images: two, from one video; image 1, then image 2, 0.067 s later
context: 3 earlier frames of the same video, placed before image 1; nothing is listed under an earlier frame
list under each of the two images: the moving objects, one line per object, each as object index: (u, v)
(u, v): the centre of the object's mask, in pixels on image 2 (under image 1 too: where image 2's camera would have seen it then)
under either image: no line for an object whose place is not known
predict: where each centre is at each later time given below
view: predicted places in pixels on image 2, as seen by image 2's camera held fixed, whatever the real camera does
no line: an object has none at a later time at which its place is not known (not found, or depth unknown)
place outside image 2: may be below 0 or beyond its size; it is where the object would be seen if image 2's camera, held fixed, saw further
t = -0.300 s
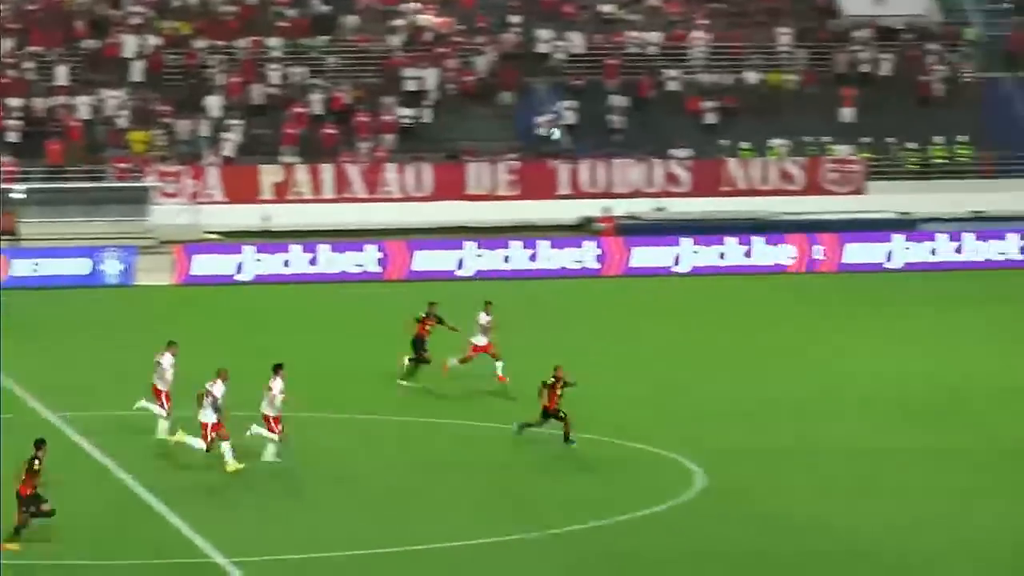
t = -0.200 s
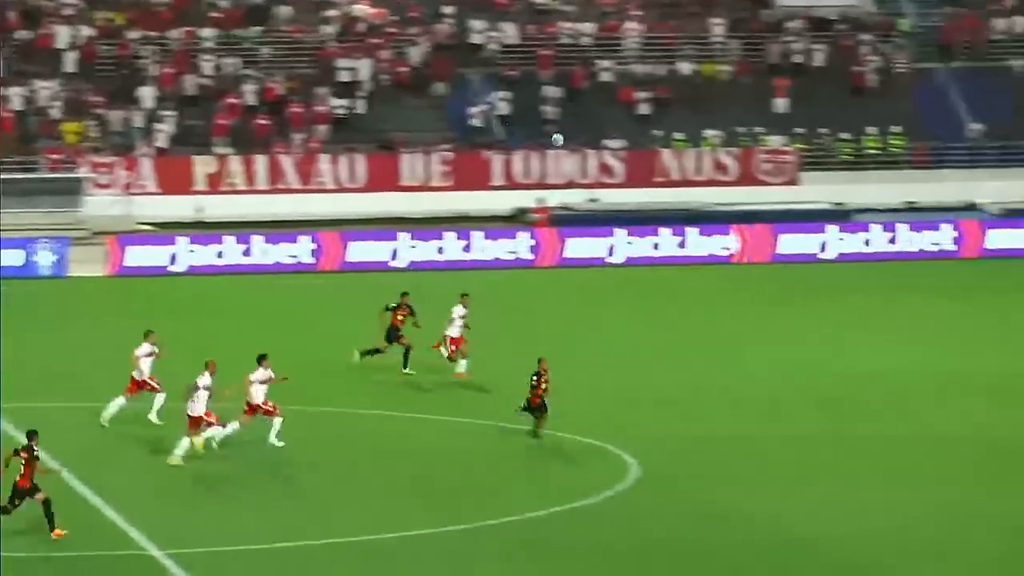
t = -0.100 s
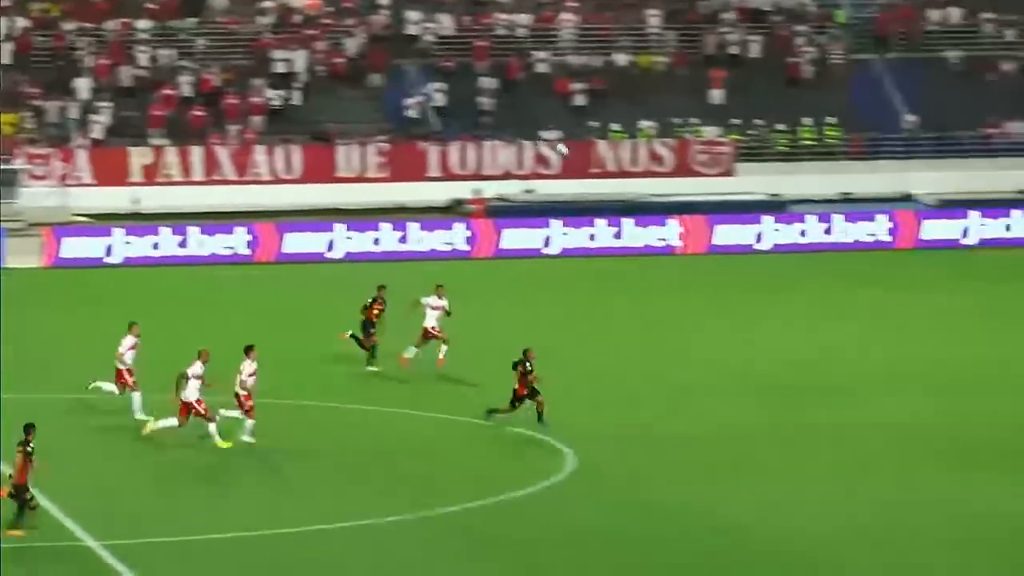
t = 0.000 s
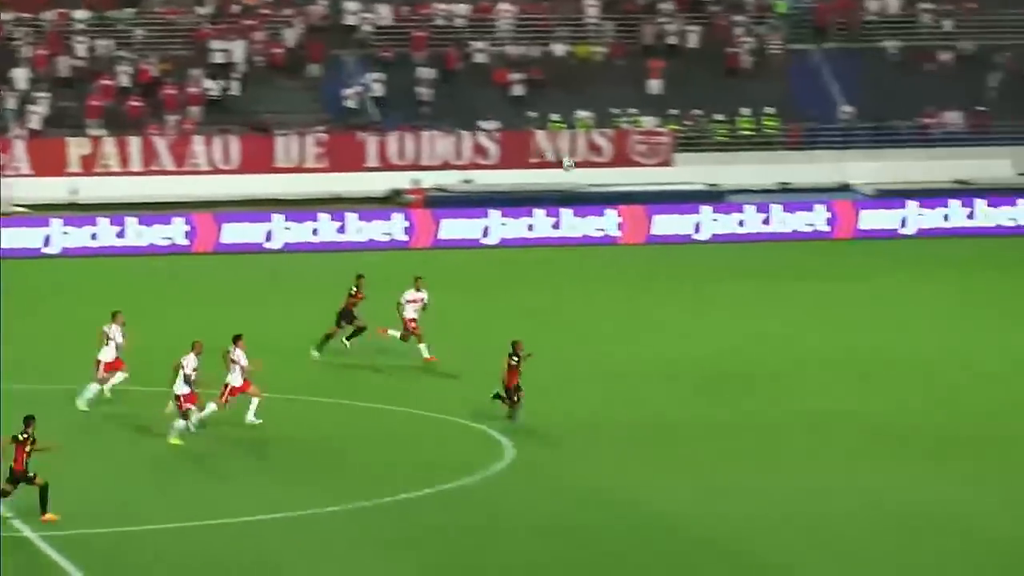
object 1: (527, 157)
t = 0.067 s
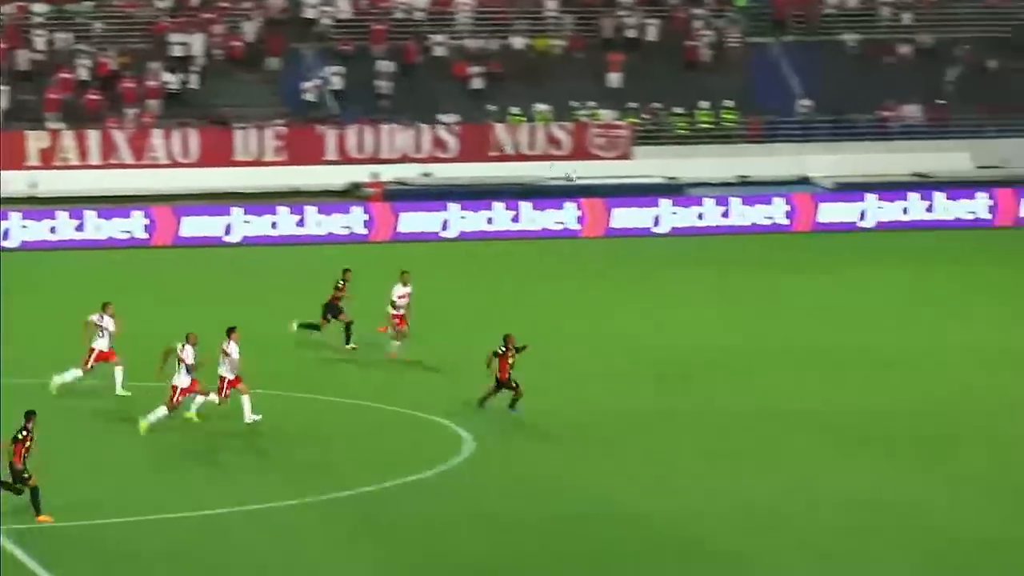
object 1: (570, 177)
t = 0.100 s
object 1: (593, 185)
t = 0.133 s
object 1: (614, 195)
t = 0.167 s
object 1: (635, 206)
